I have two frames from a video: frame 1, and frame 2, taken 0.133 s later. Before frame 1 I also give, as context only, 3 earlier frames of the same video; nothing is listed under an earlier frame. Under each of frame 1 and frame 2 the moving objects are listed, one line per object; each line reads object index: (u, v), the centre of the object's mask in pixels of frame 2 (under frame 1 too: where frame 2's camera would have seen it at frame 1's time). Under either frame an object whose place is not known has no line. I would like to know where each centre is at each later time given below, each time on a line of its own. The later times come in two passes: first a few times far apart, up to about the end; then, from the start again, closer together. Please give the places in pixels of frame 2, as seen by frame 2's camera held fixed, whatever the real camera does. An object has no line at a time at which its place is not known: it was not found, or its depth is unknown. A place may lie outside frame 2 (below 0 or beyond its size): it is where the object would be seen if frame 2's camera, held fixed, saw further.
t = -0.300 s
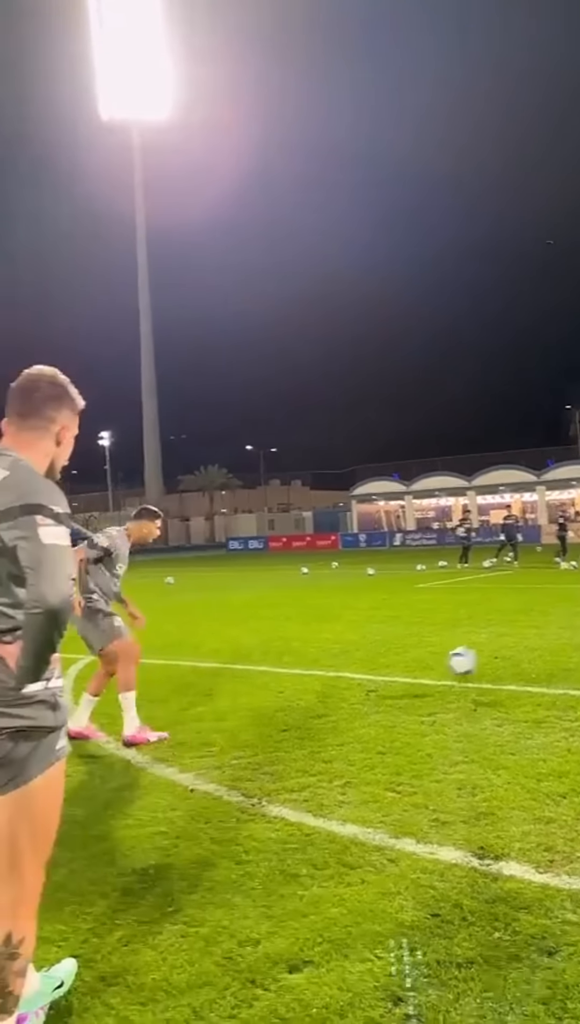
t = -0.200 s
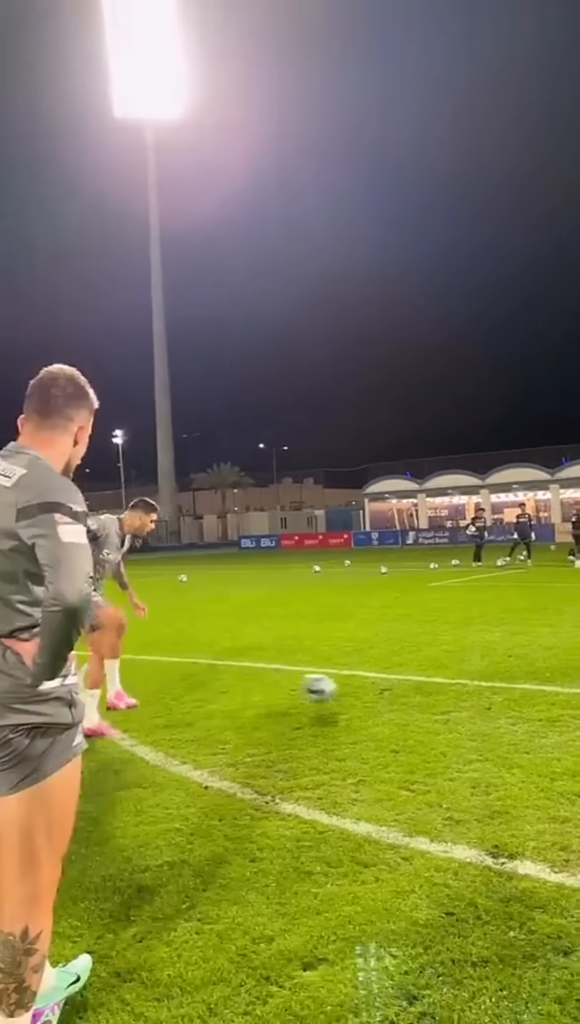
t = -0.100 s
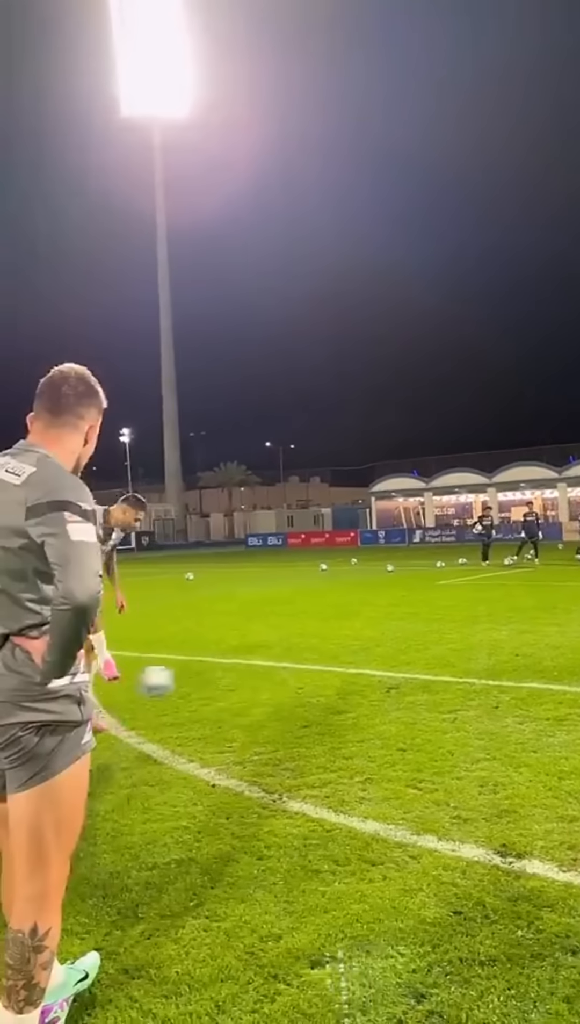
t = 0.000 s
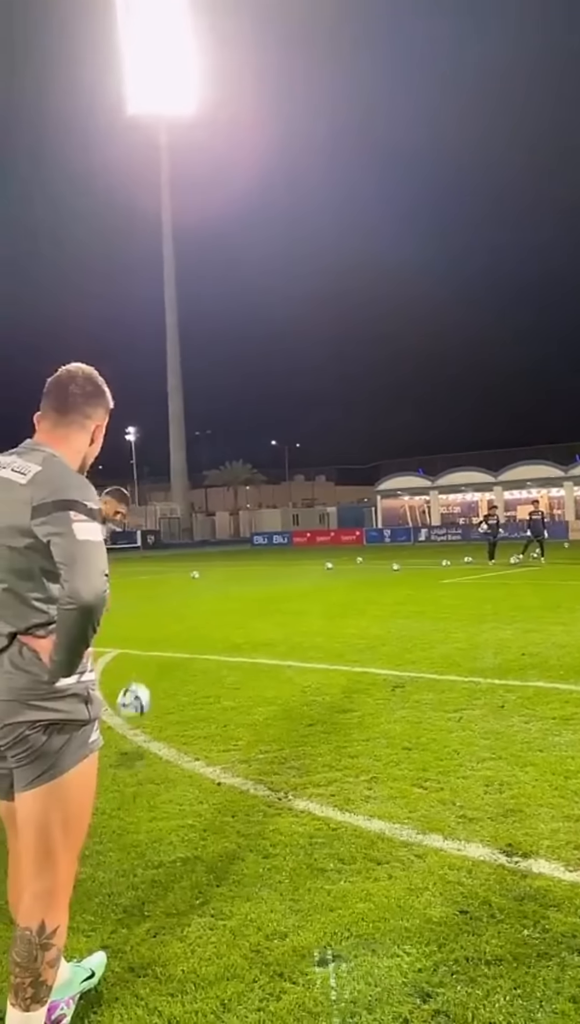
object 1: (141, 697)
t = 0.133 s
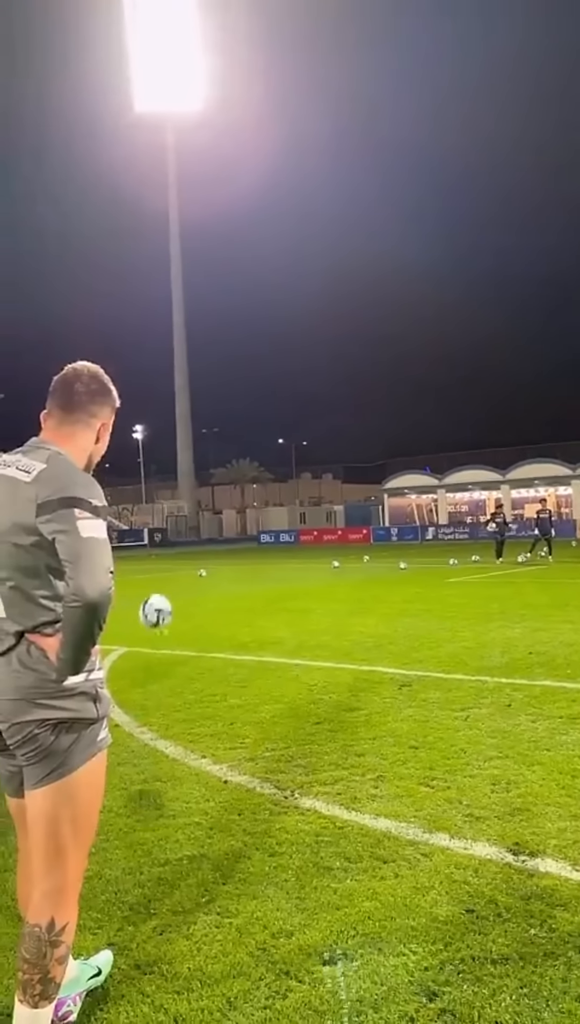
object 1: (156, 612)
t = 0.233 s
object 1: (167, 563)
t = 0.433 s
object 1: (192, 510)
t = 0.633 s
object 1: (218, 514)
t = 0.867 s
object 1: (256, 592)
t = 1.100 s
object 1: (296, 711)
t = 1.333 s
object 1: (321, 639)
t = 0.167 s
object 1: (159, 594)
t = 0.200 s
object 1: (164, 578)
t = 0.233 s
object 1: (167, 563)
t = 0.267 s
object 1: (171, 550)
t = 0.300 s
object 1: (175, 539)
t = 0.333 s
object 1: (180, 530)
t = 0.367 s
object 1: (183, 521)
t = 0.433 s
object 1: (192, 510)
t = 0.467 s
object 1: (195, 506)
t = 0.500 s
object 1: (200, 505)
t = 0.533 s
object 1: (204, 505)
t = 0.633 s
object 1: (218, 514)
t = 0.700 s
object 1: (228, 528)
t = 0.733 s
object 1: (233, 537)
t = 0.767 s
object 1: (238, 549)
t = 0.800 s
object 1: (245, 562)
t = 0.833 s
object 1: (250, 576)
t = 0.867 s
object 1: (256, 592)
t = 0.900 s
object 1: (264, 609)
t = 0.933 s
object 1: (269, 629)
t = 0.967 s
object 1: (275, 649)
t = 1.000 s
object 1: (280, 673)
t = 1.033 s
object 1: (287, 697)
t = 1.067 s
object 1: (292, 723)
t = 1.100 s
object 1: (296, 711)
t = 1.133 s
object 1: (299, 696)
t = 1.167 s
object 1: (303, 682)
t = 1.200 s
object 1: (306, 669)
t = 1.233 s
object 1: (310, 659)
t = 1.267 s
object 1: (313, 651)
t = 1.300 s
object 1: (317, 644)
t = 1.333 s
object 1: (321, 639)
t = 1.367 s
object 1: (325, 635)
